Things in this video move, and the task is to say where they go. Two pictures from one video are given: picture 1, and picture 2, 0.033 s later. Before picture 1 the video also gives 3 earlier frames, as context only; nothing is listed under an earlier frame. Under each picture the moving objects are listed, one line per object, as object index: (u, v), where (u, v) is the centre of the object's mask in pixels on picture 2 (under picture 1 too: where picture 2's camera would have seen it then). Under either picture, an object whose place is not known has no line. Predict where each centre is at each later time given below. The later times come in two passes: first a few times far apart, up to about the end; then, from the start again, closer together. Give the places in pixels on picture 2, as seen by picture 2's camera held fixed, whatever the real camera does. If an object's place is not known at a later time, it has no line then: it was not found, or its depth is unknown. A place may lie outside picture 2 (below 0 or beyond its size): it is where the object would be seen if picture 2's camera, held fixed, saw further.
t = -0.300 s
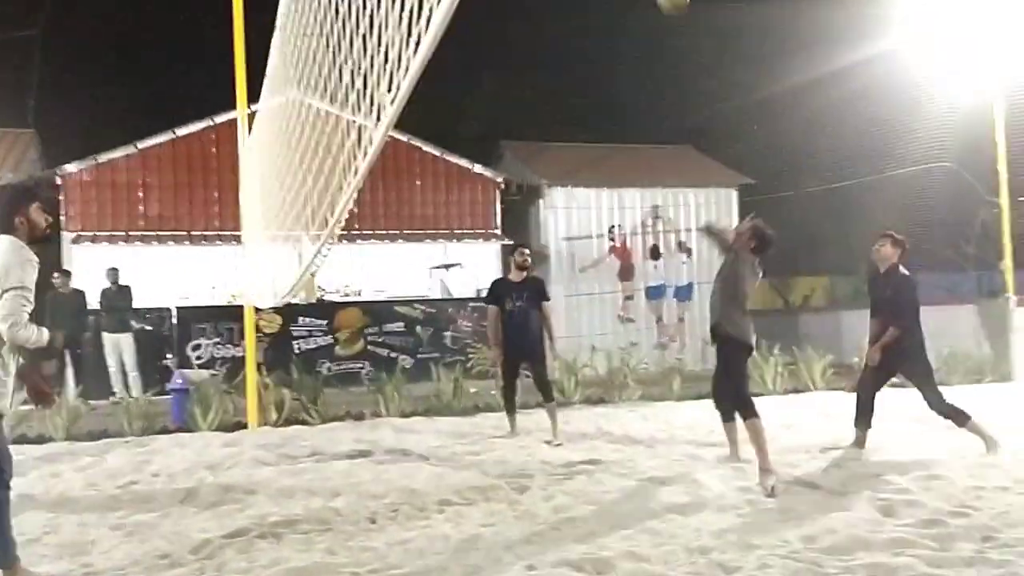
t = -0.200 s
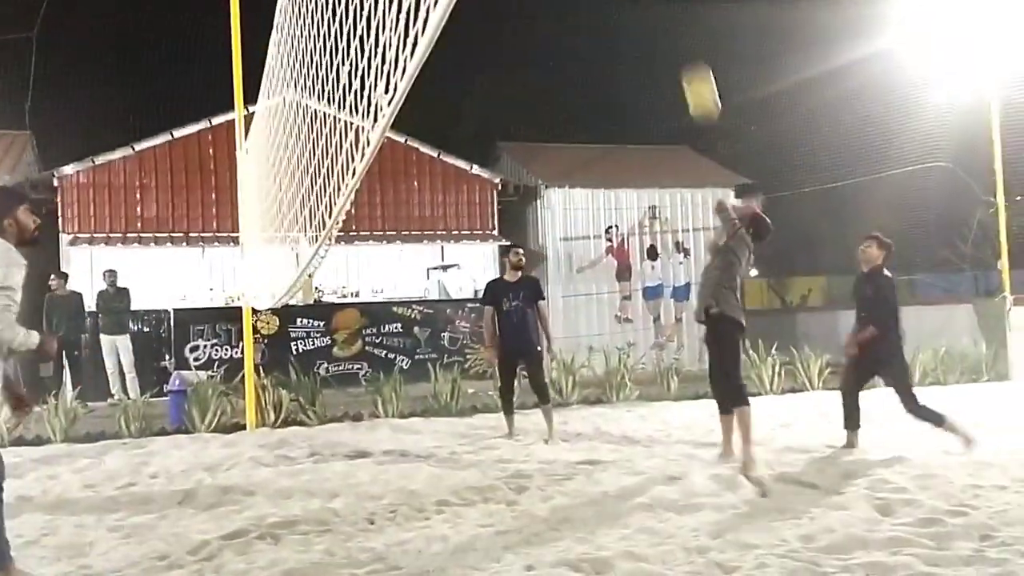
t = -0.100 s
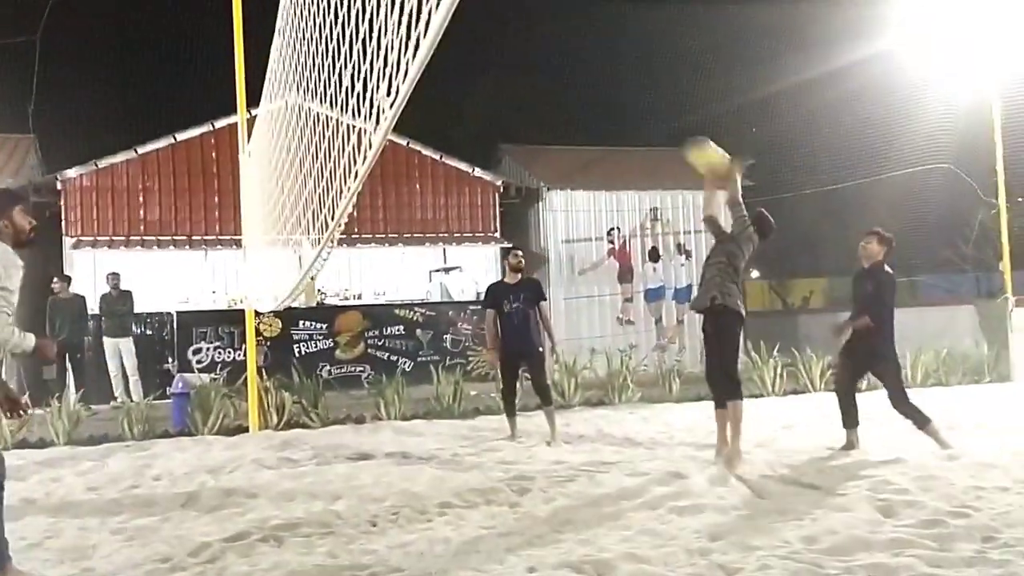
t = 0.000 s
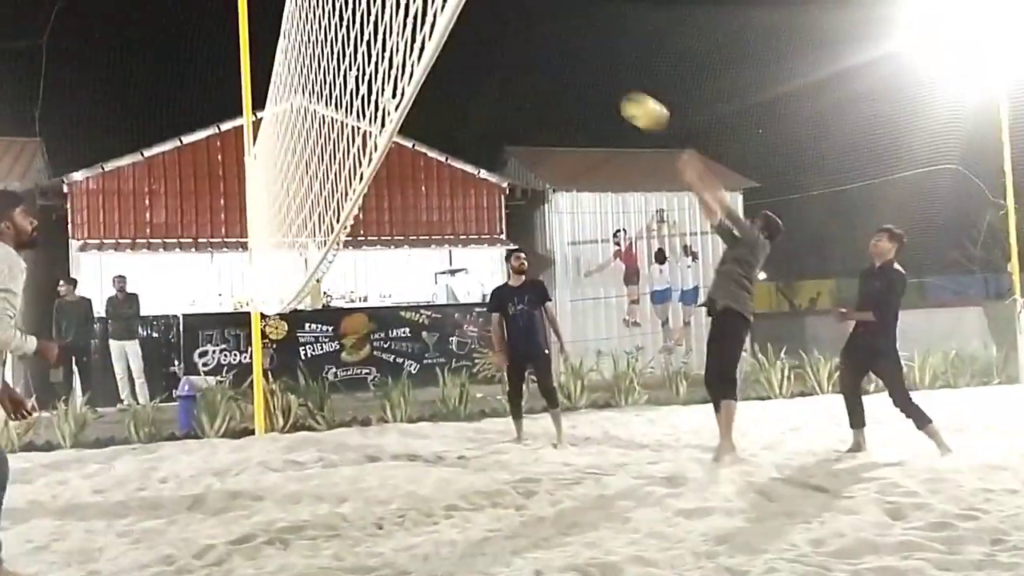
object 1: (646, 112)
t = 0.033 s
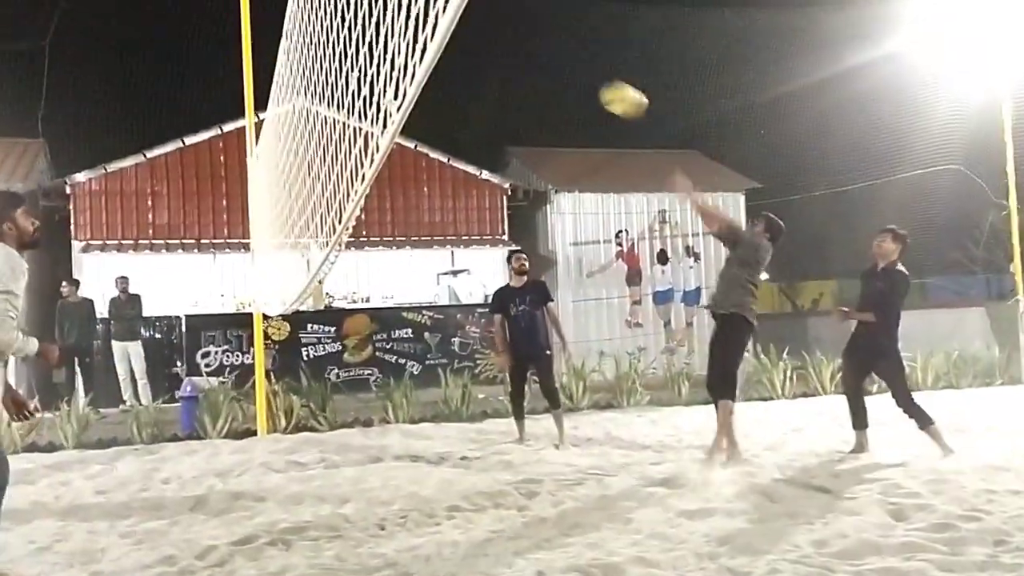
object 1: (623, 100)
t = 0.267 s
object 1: (451, 54)
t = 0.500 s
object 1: (244, 96)
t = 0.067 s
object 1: (600, 89)
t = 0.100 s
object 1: (574, 79)
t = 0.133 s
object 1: (549, 70)
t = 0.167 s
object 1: (525, 64)
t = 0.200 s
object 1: (498, 59)
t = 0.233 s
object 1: (471, 55)
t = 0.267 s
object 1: (451, 54)
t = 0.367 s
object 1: (364, 59)
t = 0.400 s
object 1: (334, 65)
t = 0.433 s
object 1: (299, 72)
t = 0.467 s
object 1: (265, 83)
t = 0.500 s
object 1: (244, 96)
